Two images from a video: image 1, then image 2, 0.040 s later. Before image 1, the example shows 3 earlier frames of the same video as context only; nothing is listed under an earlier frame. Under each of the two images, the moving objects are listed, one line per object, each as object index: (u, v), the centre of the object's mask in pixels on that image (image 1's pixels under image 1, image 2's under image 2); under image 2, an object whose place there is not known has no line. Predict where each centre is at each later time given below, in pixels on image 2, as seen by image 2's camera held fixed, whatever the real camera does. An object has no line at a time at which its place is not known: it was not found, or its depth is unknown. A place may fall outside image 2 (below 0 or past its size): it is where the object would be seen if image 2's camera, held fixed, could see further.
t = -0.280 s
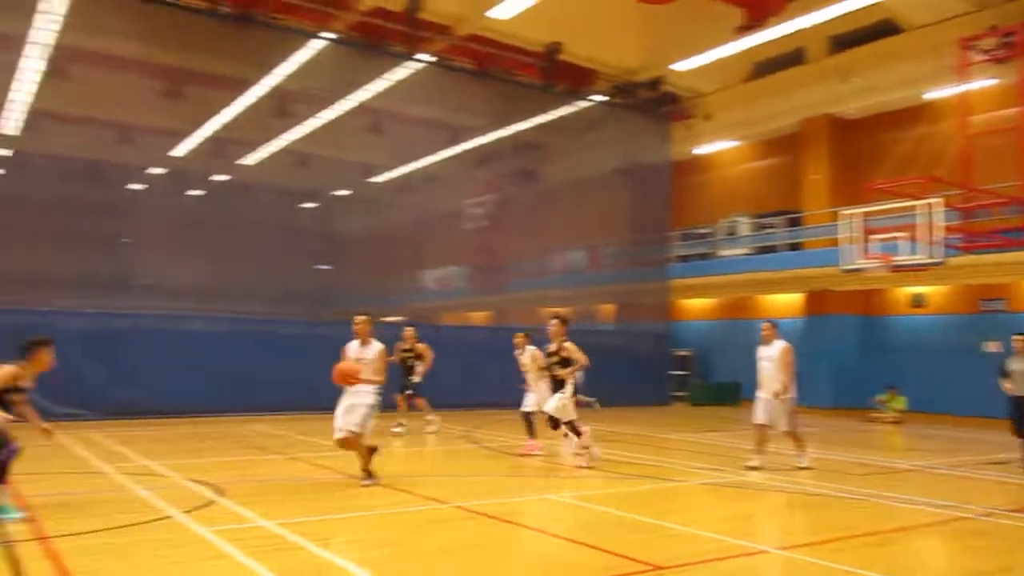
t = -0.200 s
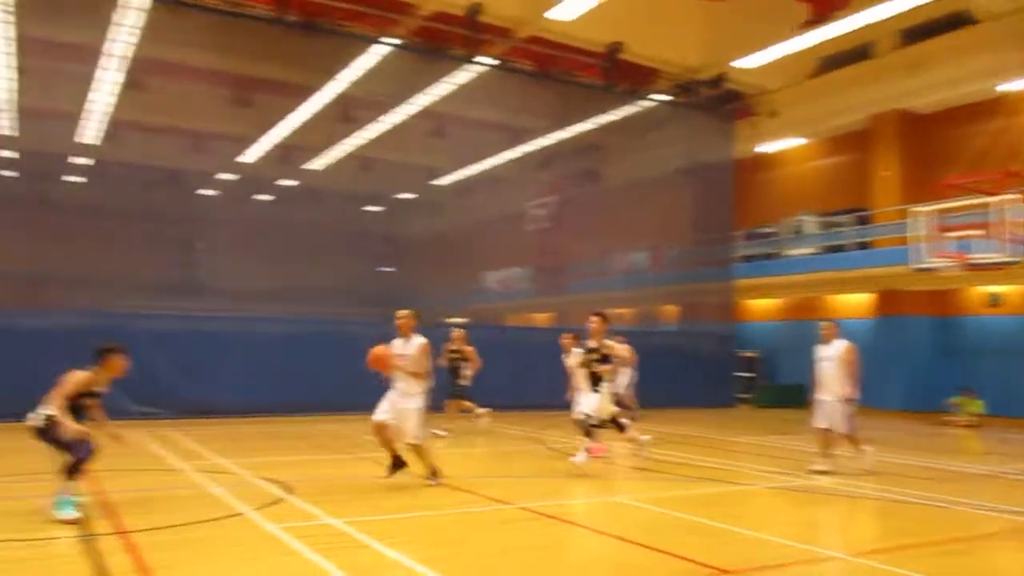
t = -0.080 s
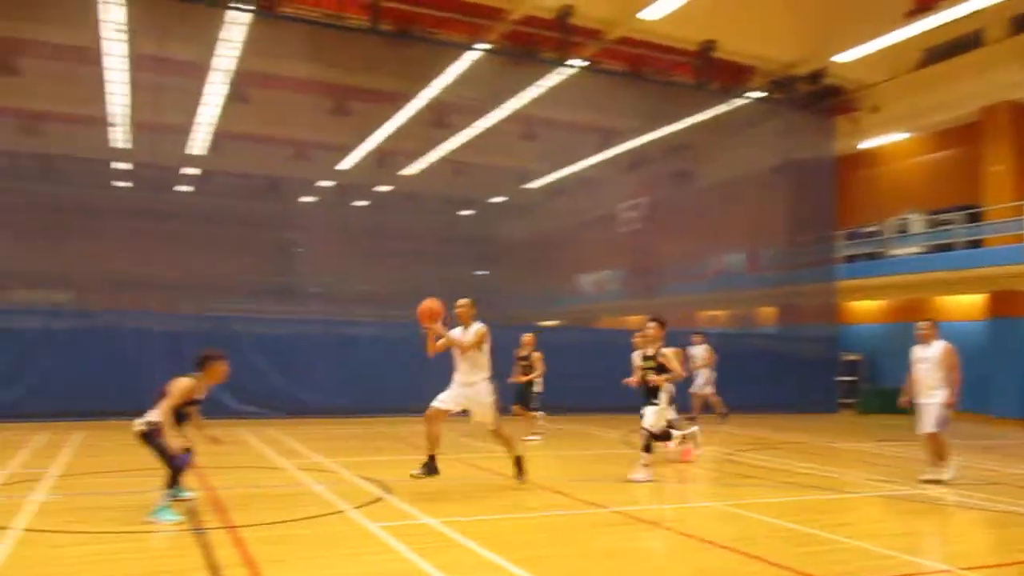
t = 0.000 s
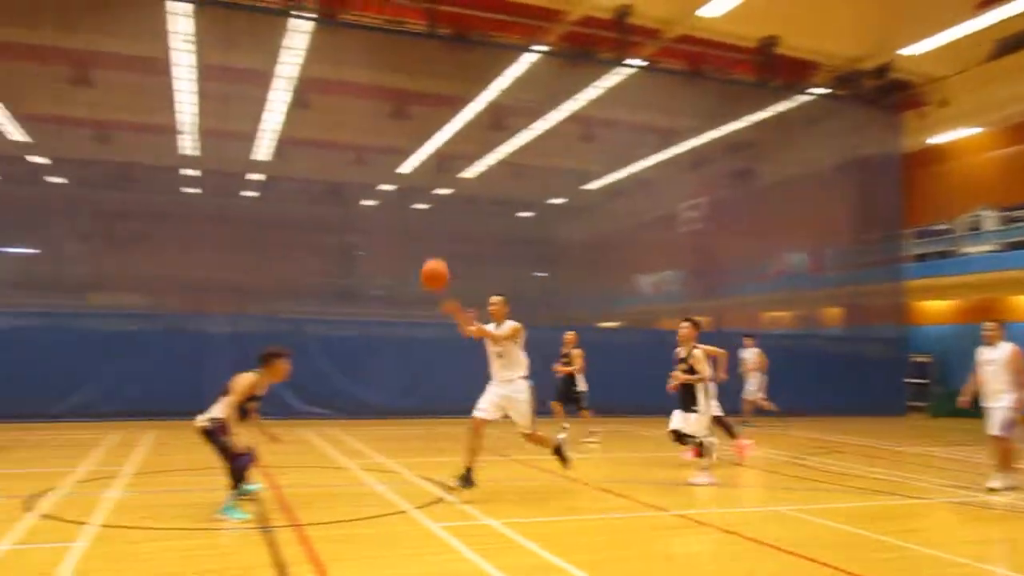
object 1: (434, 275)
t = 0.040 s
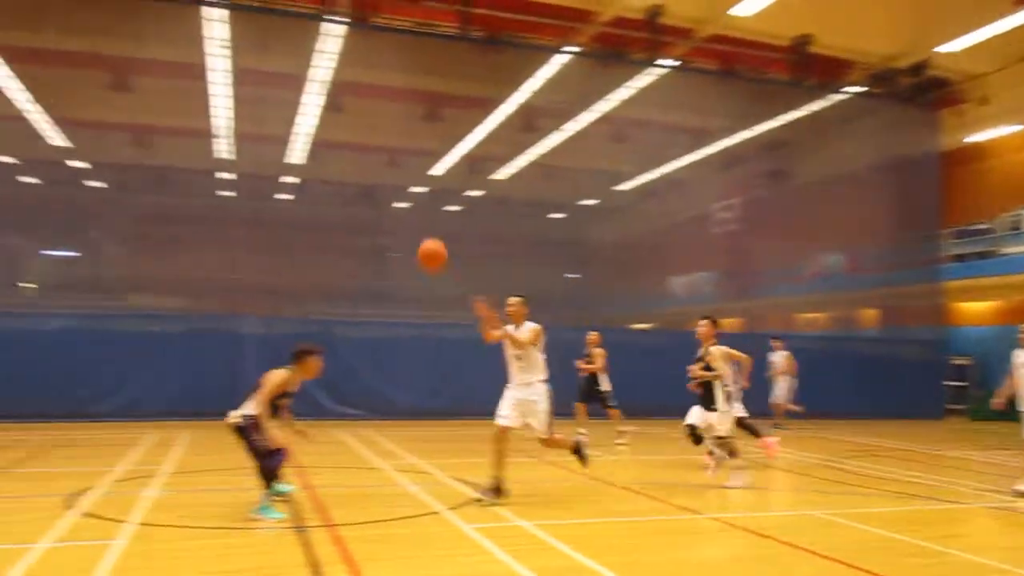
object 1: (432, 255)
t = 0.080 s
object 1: (393, 235)
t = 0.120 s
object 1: (350, 213)
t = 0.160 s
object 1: (304, 194)
